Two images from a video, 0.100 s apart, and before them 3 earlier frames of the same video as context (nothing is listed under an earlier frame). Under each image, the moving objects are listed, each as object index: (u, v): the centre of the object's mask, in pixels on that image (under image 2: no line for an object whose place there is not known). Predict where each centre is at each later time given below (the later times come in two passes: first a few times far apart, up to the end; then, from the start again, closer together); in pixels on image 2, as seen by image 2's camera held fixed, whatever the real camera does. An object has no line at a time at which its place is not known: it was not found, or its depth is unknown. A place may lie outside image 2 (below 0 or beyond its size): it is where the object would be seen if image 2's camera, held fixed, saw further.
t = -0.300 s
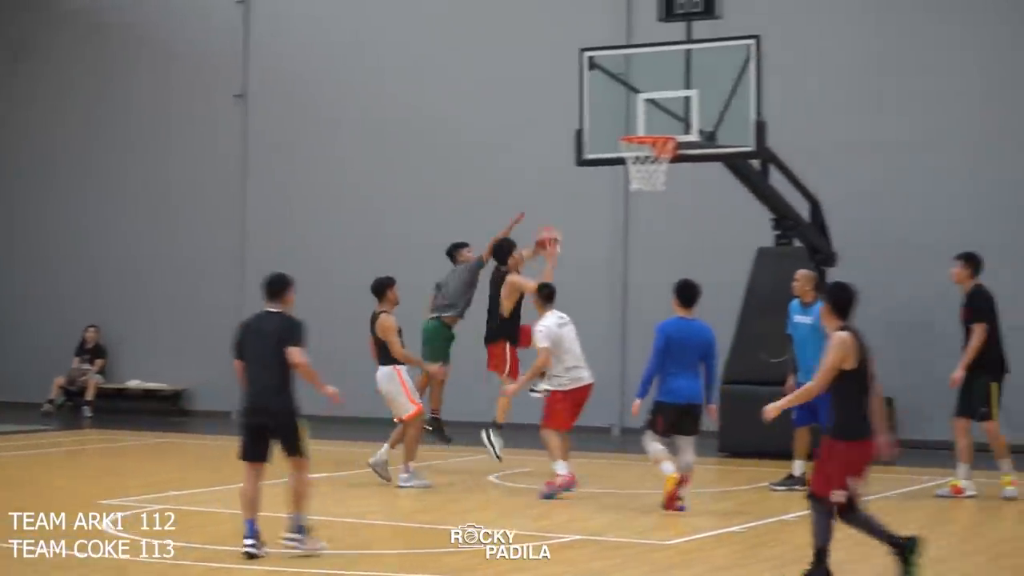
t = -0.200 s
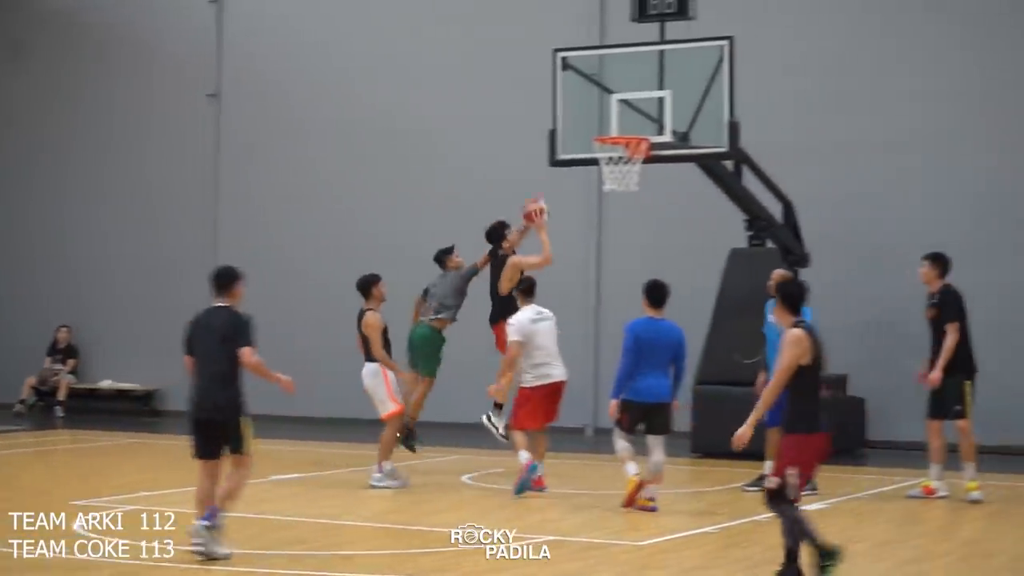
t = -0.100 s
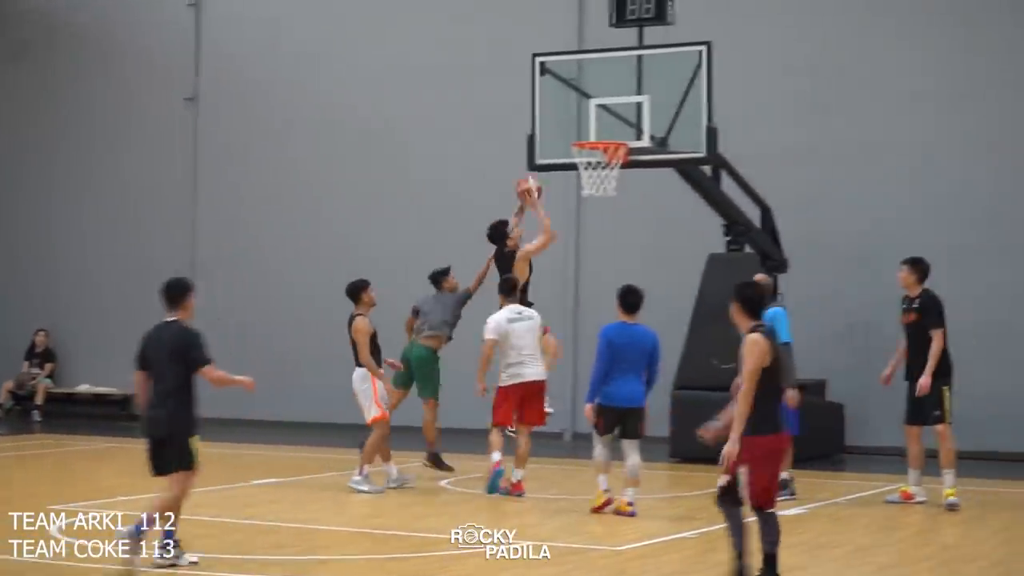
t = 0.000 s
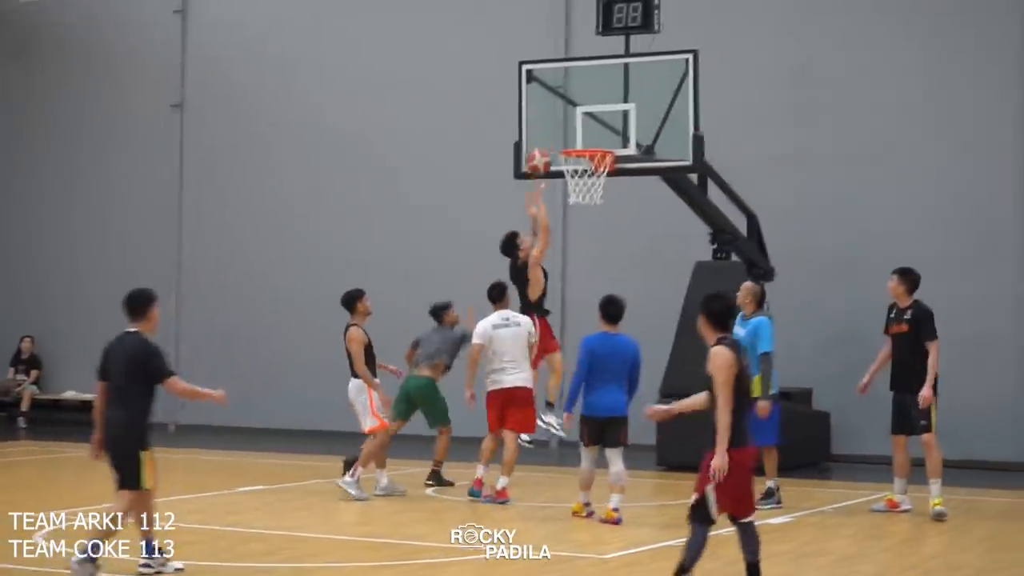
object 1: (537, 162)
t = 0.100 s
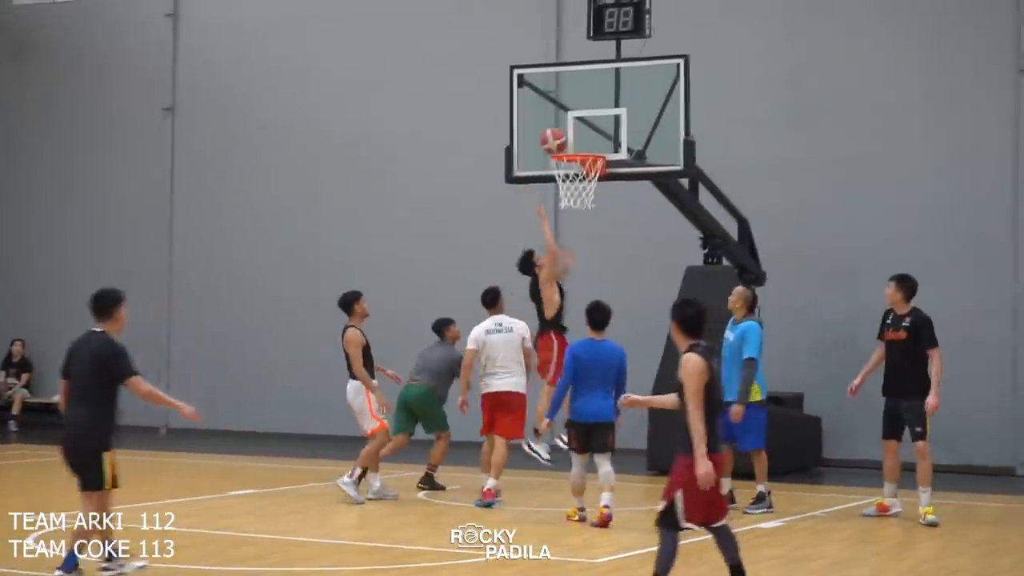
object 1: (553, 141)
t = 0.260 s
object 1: (564, 129)
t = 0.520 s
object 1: (584, 149)
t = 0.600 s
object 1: (597, 170)
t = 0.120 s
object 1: (557, 137)
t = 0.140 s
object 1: (562, 133)
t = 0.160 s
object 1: (564, 132)
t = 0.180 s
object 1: (563, 131)
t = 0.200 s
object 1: (564, 130)
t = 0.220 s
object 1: (564, 129)
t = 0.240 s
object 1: (564, 129)
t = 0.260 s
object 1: (564, 129)
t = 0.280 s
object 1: (565, 130)
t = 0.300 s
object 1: (564, 131)
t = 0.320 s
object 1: (565, 133)
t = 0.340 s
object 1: (565, 135)
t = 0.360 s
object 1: (565, 138)
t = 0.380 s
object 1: (565, 140)
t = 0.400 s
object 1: (565, 143)
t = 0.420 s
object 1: (566, 145)
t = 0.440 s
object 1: (568, 146)
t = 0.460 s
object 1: (572, 147)
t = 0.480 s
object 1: (576, 151)
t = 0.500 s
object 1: (579, 154)
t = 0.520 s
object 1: (584, 149)
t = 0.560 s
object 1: (586, 166)
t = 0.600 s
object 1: (597, 170)
